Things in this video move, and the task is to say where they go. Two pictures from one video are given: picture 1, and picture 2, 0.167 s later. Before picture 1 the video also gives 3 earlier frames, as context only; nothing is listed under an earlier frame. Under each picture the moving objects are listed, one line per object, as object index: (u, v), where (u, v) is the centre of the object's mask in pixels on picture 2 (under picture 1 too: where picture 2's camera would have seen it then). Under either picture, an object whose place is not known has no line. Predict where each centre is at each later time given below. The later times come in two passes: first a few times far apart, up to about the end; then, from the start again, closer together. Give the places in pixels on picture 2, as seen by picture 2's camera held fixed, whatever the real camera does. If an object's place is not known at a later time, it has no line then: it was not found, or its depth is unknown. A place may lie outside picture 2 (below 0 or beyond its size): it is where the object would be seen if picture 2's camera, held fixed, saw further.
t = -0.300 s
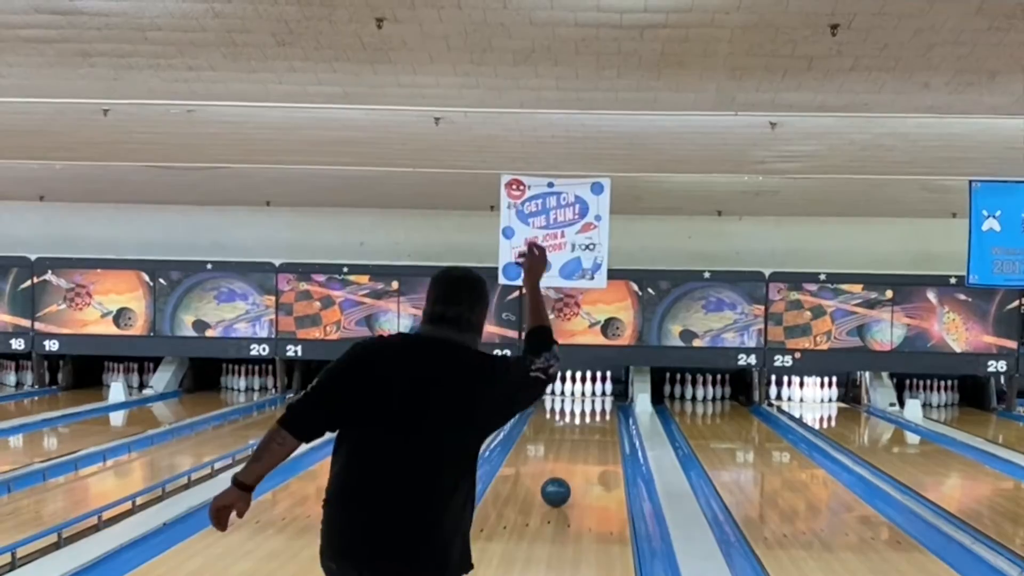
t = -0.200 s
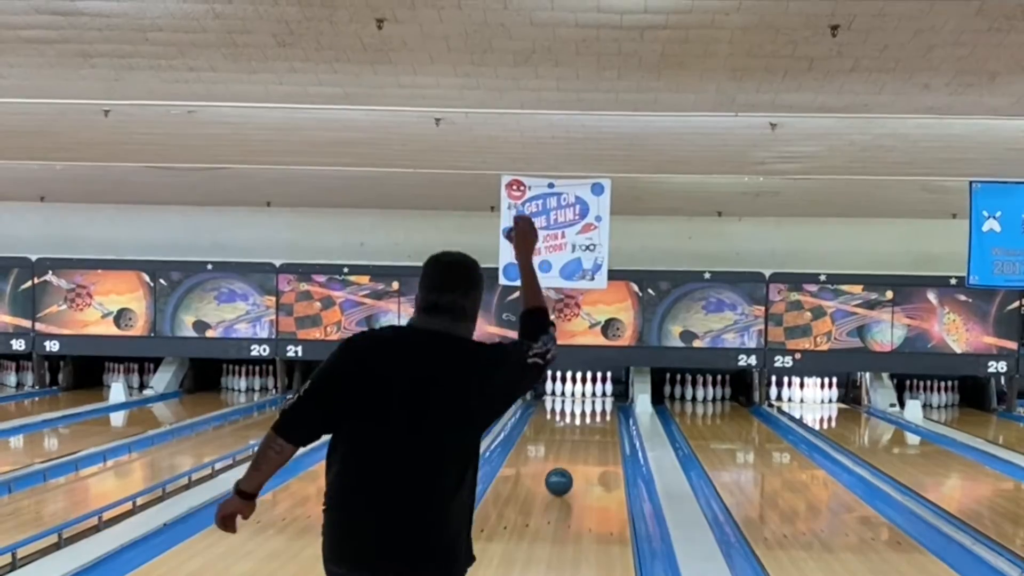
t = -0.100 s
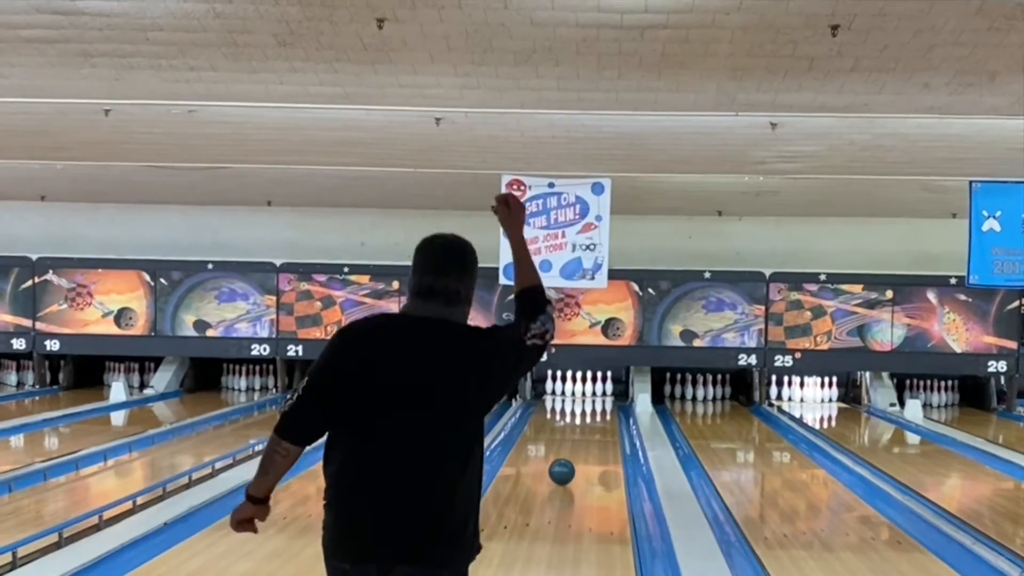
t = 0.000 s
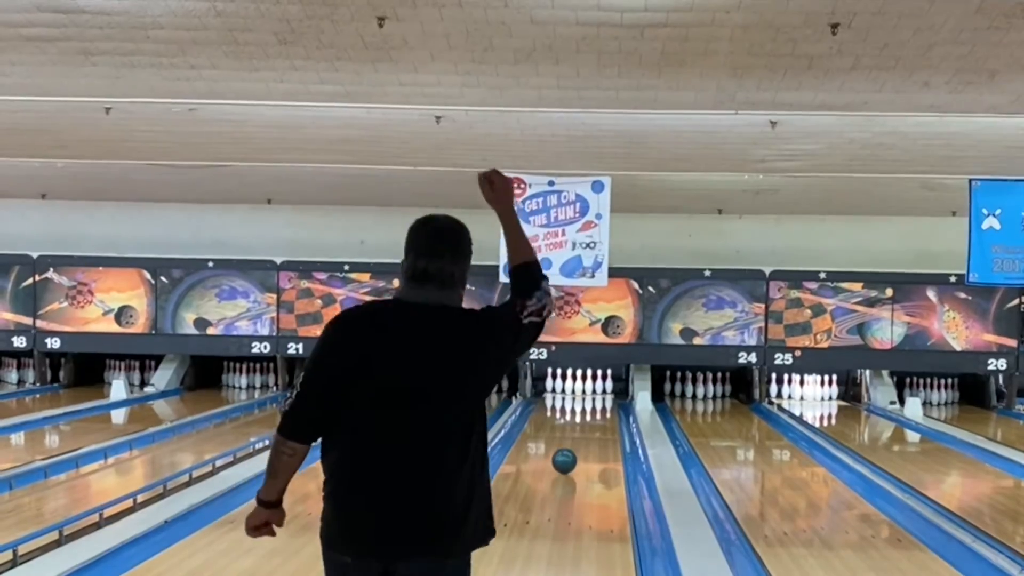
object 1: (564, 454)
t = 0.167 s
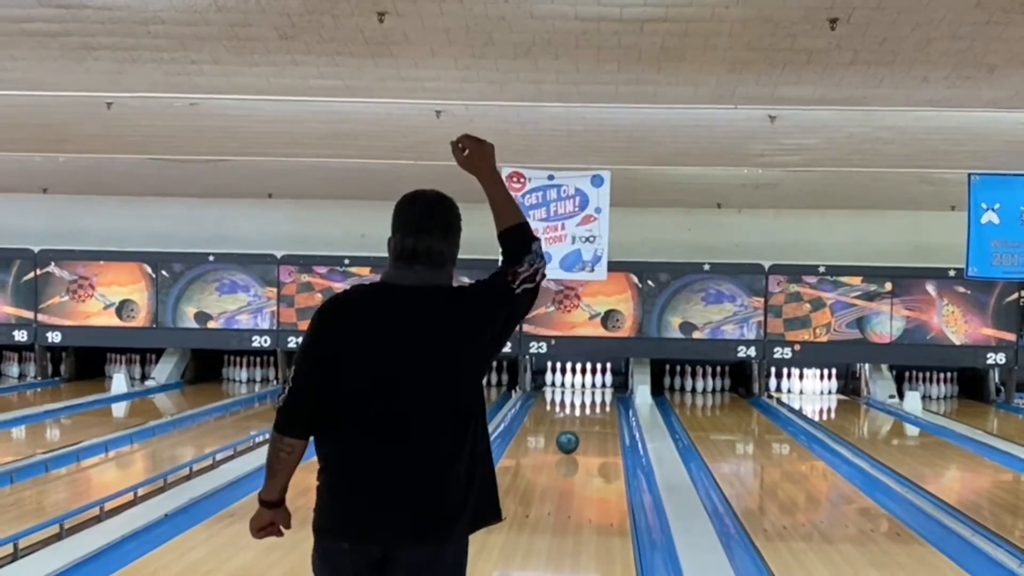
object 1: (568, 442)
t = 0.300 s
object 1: (570, 434)
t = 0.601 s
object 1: (575, 418)
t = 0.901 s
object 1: (579, 405)
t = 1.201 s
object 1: (582, 394)
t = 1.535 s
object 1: (585, 386)
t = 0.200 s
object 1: (568, 440)
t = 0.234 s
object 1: (569, 438)
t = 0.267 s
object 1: (570, 436)
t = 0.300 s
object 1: (570, 434)
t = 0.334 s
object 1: (571, 432)
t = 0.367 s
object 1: (571, 430)
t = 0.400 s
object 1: (572, 428)
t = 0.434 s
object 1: (572, 426)
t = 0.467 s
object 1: (573, 424)
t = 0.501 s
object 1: (574, 423)
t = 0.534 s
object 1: (574, 421)
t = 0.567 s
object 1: (575, 419)
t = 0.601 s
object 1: (575, 418)
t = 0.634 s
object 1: (575, 416)
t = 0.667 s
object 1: (576, 414)
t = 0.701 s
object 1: (576, 413)
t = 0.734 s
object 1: (577, 412)
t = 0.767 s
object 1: (577, 410)
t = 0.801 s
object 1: (577, 409)
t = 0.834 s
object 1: (578, 408)
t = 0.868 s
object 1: (578, 406)
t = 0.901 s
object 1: (579, 405)
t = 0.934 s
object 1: (579, 404)
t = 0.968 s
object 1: (579, 403)
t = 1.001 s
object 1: (579, 401)
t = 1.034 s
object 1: (580, 400)
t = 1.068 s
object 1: (580, 399)
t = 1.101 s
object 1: (580, 398)
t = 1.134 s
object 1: (581, 397)
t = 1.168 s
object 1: (581, 396)
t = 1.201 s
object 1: (582, 394)
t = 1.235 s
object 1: (582, 394)
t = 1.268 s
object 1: (582, 393)
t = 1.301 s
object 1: (583, 392)
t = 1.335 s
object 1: (583, 391)
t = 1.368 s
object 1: (583, 390)
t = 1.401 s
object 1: (583, 389)
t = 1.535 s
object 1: (585, 386)
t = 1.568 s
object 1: (585, 385)
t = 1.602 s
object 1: (585, 384)
